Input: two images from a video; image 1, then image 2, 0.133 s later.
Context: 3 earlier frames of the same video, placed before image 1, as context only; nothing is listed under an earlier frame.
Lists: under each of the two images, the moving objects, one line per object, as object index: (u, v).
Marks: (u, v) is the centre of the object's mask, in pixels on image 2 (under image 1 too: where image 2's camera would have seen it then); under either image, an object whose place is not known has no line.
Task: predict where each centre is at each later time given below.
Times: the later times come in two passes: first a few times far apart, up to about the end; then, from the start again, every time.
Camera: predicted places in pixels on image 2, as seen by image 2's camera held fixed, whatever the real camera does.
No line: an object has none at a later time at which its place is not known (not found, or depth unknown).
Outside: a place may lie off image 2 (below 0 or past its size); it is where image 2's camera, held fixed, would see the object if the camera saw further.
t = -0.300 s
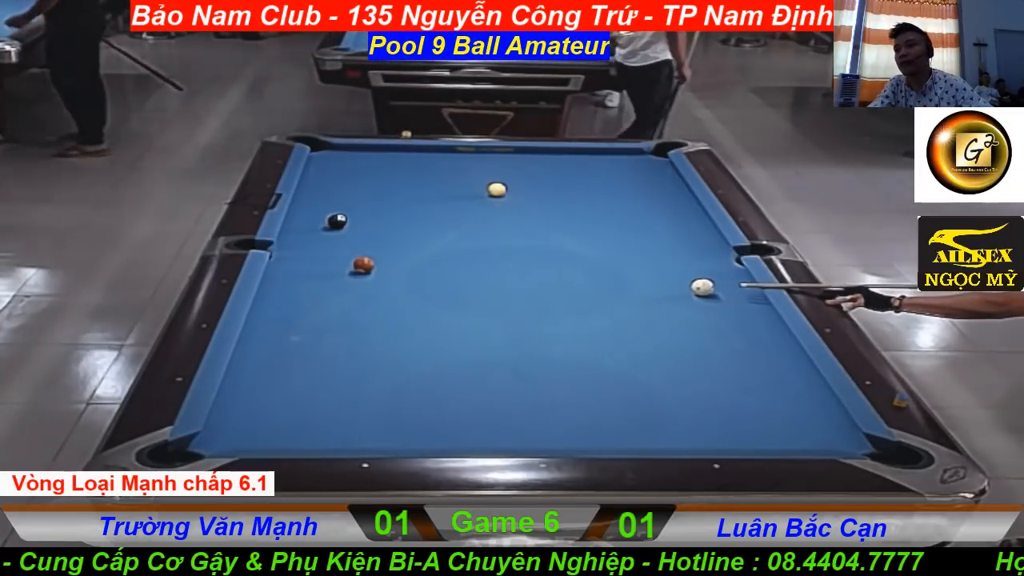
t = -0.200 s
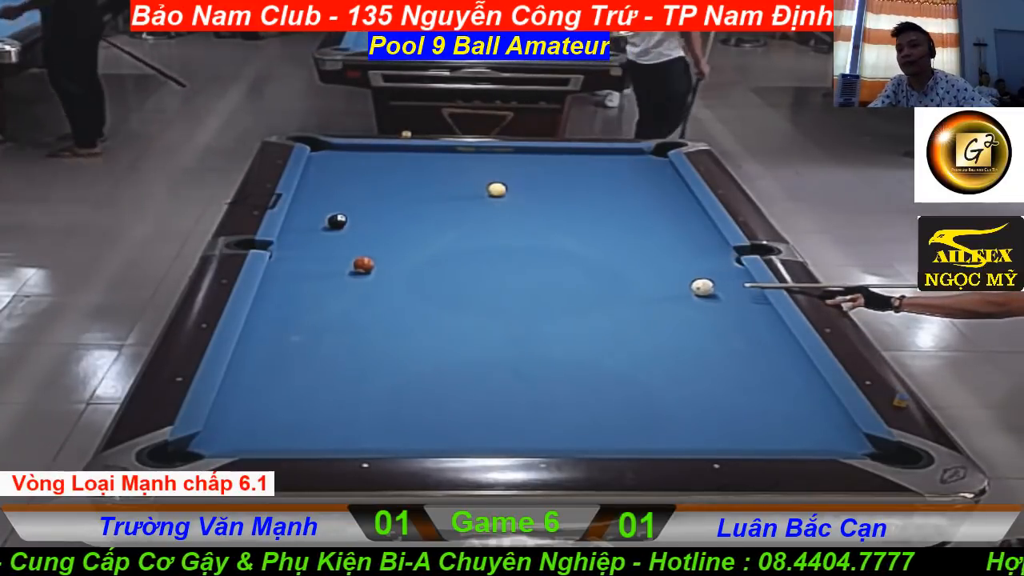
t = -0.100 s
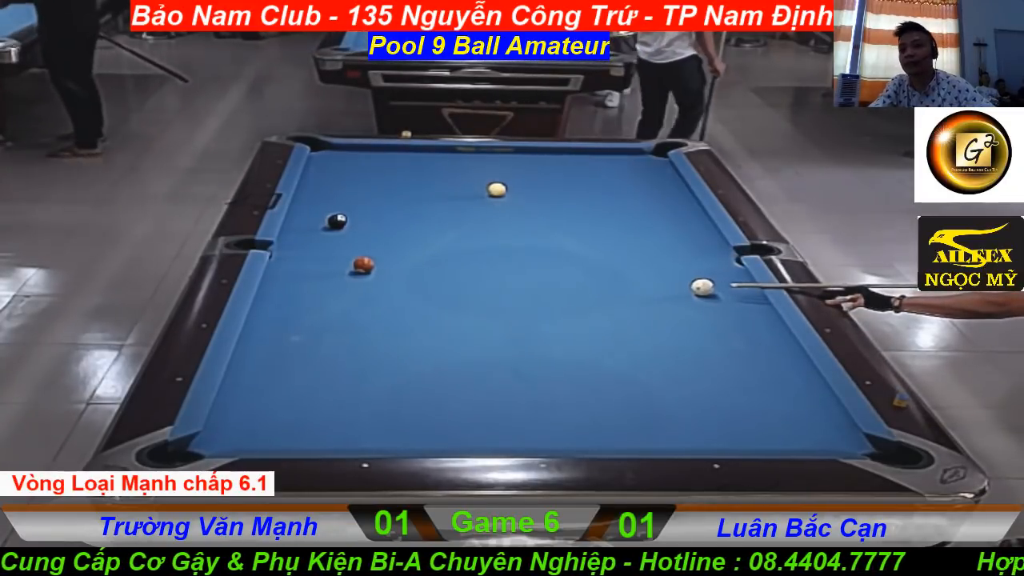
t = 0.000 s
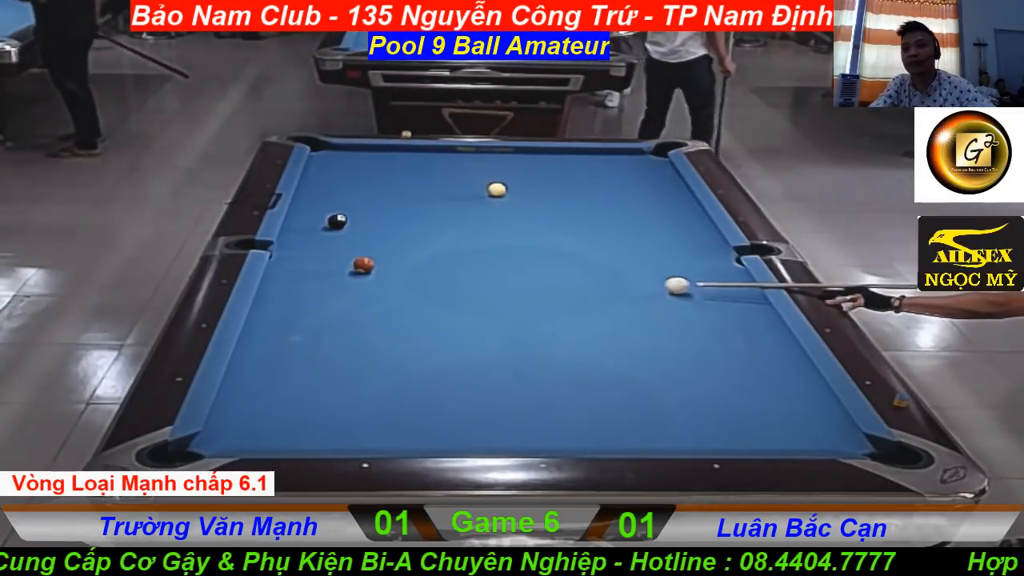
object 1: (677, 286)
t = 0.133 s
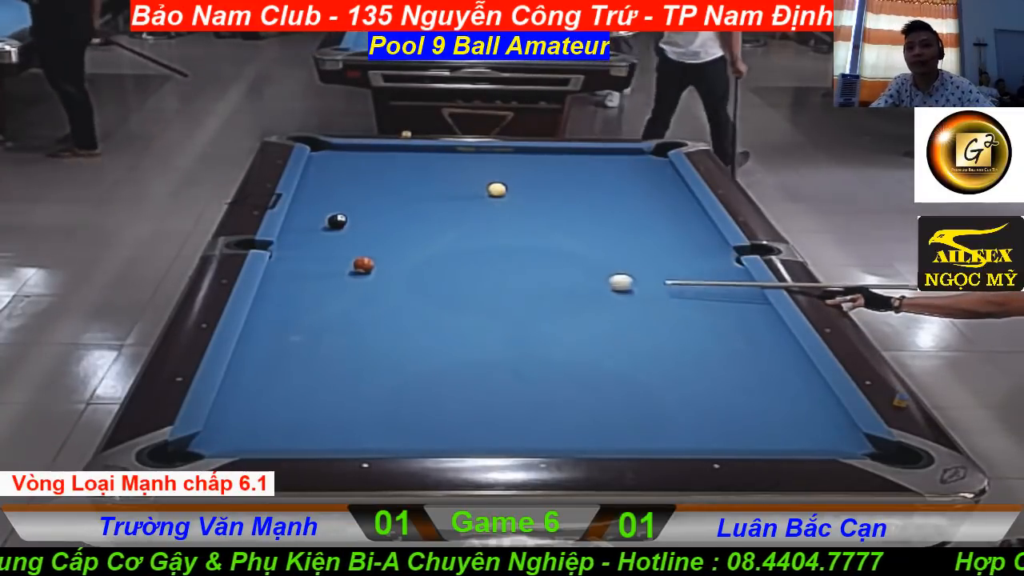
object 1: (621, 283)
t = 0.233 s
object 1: (580, 281)
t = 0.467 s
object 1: (486, 276)
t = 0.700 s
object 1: (397, 270)
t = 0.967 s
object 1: (352, 274)
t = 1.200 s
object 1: (318, 279)
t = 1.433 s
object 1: (285, 283)
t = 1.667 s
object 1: (279, 287)
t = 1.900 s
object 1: (294, 289)
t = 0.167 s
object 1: (607, 282)
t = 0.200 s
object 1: (593, 281)
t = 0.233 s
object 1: (580, 281)
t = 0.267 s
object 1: (566, 280)
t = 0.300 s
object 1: (553, 279)
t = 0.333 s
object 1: (539, 279)
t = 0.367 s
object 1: (526, 278)
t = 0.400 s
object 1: (513, 277)
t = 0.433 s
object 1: (499, 276)
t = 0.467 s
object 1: (486, 276)
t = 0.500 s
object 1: (473, 275)
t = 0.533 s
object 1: (460, 274)
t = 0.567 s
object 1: (447, 273)
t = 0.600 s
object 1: (434, 273)
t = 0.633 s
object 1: (422, 271)
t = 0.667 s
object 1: (409, 271)
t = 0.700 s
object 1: (397, 270)
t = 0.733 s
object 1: (384, 269)
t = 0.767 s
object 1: (379, 270)
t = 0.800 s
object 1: (376, 271)
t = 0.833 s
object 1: (372, 272)
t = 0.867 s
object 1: (367, 273)
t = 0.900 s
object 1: (362, 273)
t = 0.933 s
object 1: (357, 274)
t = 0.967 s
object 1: (352, 274)
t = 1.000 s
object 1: (347, 275)
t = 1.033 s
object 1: (342, 276)
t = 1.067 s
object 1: (337, 276)
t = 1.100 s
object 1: (333, 277)
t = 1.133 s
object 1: (327, 277)
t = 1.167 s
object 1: (323, 278)
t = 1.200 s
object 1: (318, 279)
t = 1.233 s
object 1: (313, 280)
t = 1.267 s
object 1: (308, 280)
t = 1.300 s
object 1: (304, 281)
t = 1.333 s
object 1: (299, 281)
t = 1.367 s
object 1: (294, 282)
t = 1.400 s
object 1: (290, 282)
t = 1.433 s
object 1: (285, 283)
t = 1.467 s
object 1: (281, 283)
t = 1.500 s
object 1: (276, 284)
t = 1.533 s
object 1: (271, 285)
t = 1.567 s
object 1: (271, 286)
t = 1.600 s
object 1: (274, 286)
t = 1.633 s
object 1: (276, 286)
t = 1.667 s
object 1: (279, 287)
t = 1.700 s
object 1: (281, 287)
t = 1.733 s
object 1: (283, 287)
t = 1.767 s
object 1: (285, 288)
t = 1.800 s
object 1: (287, 288)
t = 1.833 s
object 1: (289, 289)
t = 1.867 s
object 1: (291, 289)
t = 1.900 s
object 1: (294, 289)
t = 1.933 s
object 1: (295, 290)
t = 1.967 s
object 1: (298, 290)
